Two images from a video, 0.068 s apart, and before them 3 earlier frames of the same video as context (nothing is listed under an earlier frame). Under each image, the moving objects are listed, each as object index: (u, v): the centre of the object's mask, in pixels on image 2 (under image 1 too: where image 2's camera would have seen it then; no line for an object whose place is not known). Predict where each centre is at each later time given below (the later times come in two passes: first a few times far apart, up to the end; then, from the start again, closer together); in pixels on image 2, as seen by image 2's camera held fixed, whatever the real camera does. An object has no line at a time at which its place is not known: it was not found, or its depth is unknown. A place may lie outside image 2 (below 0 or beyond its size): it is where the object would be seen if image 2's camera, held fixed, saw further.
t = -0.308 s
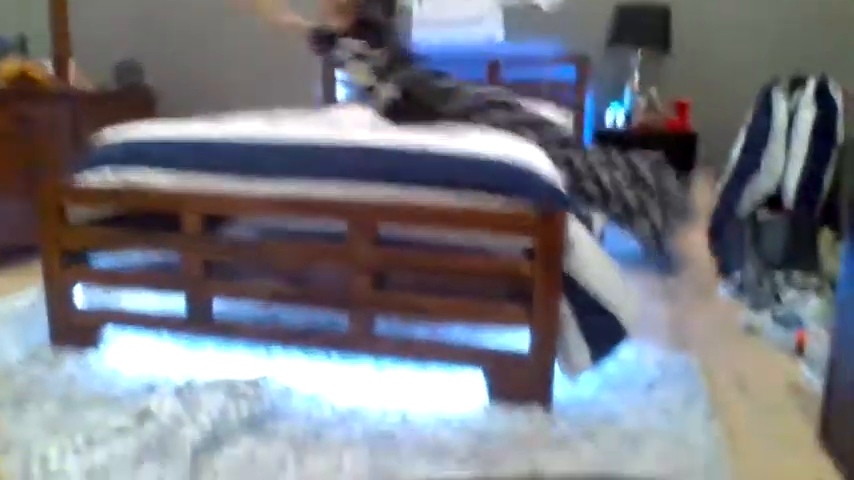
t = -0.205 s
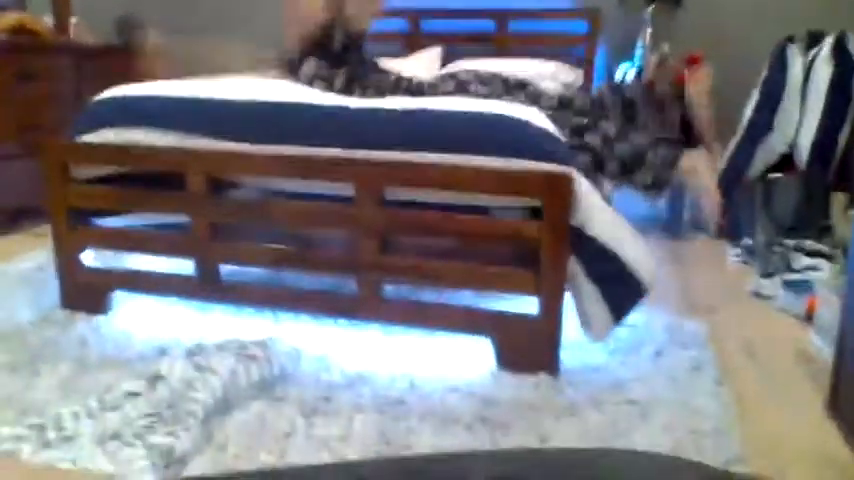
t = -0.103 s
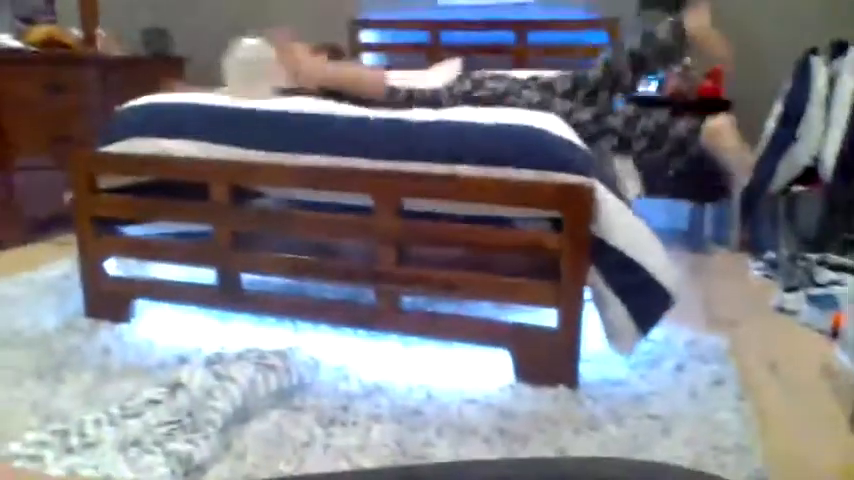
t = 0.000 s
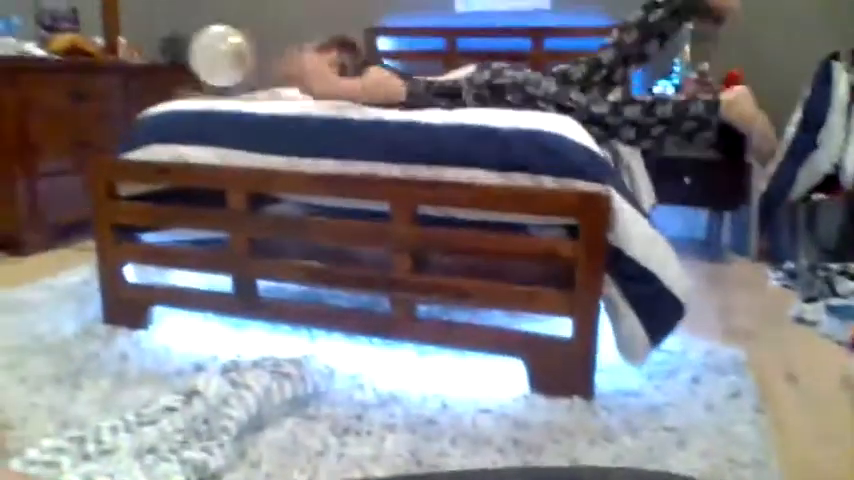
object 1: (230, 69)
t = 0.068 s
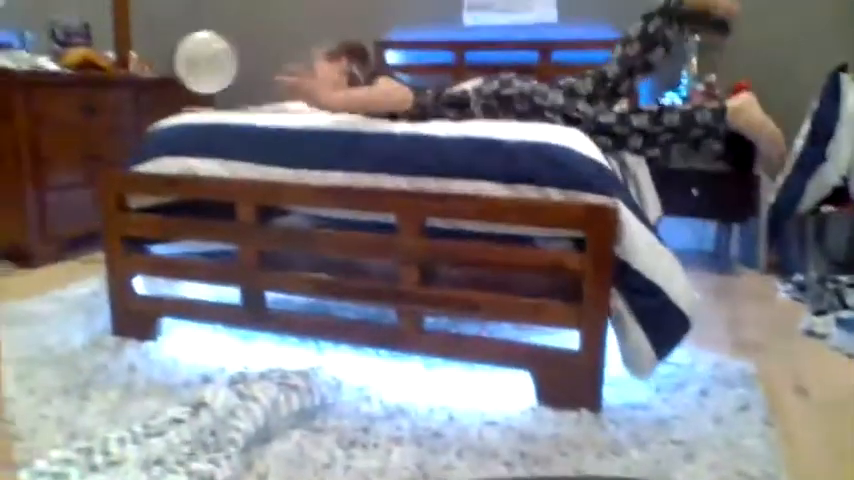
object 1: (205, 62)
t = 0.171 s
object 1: (174, 58)
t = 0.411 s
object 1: (103, 104)
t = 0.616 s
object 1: (65, 202)
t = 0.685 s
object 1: (60, 236)
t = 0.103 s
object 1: (195, 60)
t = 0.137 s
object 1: (184, 58)
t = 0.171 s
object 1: (174, 58)
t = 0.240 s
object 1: (153, 62)
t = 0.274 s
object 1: (142, 67)
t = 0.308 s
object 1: (132, 74)
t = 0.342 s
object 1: (122, 82)
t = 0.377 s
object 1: (113, 92)
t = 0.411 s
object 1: (103, 104)
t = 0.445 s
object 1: (95, 118)
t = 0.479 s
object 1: (88, 132)
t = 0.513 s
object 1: (80, 147)
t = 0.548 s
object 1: (73, 166)
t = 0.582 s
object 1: (69, 184)
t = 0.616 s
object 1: (65, 202)
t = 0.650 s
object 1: (62, 221)
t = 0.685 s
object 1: (60, 236)
